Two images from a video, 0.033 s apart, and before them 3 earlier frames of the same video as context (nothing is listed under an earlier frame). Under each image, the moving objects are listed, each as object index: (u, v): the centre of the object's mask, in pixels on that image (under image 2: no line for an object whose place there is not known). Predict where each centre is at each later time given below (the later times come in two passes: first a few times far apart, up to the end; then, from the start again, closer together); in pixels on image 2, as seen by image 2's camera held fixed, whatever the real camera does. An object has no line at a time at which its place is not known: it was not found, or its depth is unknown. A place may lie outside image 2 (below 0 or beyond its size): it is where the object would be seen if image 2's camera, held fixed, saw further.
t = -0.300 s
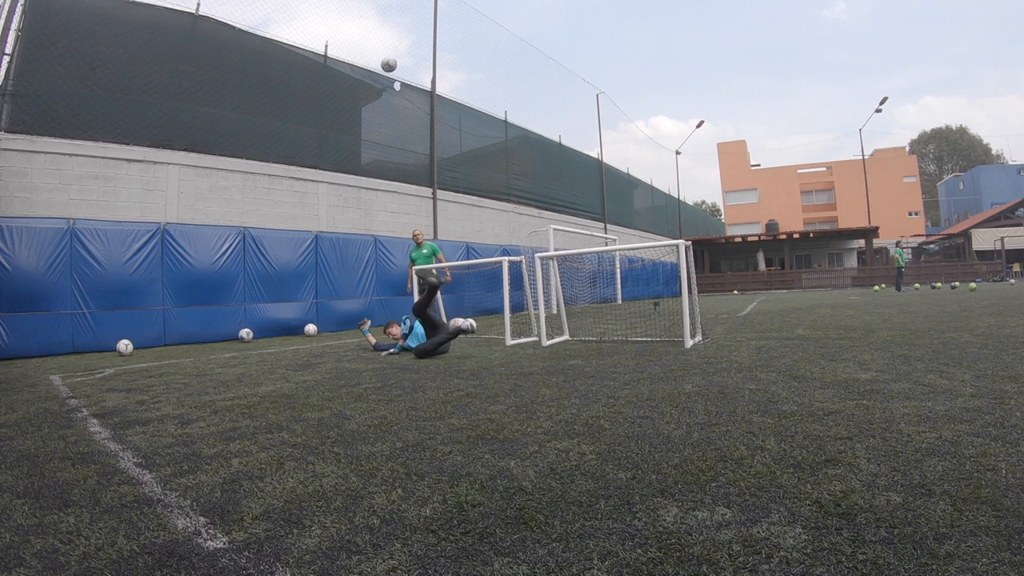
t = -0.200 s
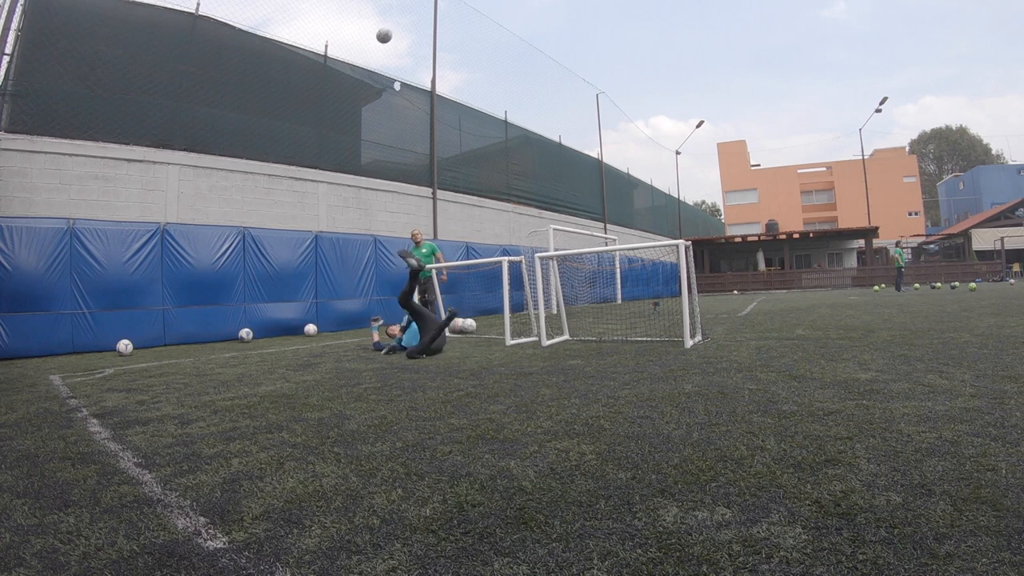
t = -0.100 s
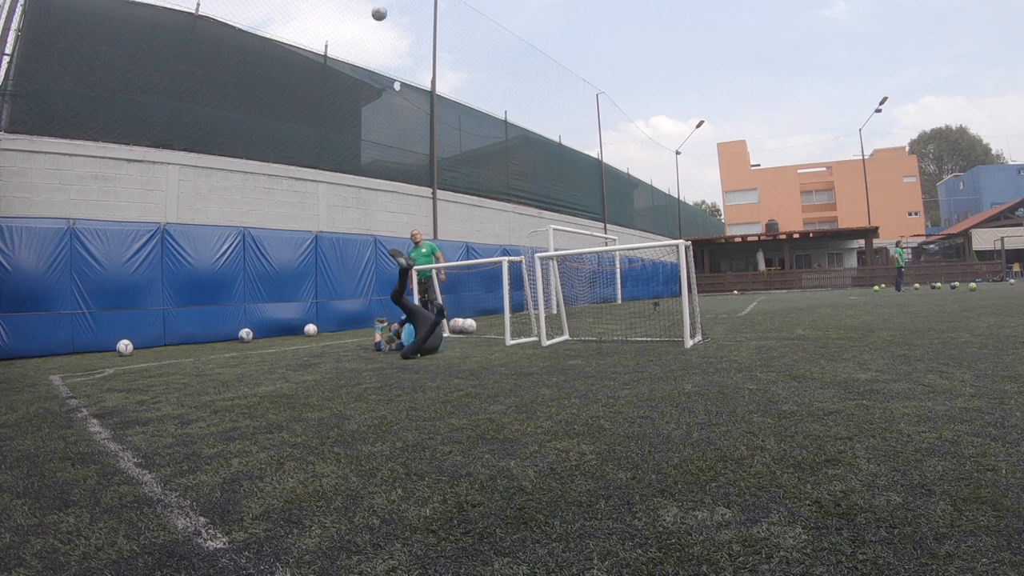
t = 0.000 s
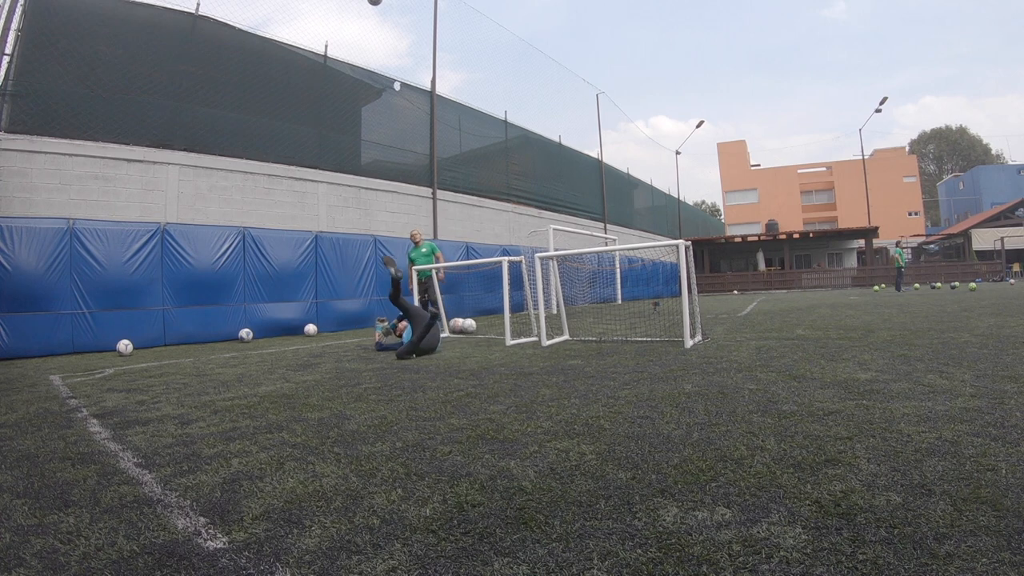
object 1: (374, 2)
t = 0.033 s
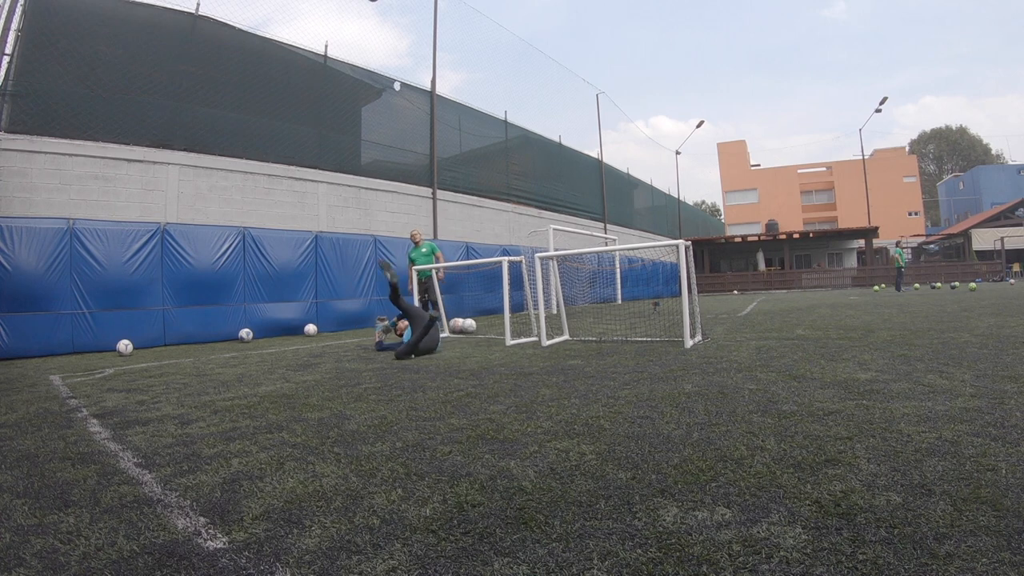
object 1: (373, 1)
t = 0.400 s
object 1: (353, 0)
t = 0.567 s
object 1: (342, 19)
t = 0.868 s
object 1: (316, 126)
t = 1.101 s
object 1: (298, 282)
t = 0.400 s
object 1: (353, 0)
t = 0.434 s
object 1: (351, 2)
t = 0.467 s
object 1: (349, 4)
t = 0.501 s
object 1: (347, 6)
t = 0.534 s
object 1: (344, 12)
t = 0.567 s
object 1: (342, 19)
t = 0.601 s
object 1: (339, 27)
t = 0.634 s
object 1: (337, 36)
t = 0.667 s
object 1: (334, 45)
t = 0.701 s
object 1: (332, 55)
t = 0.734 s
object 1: (328, 66)
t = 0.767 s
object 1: (326, 80)
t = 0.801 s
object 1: (323, 94)
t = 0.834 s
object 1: (320, 110)
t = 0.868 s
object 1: (316, 126)
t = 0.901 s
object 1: (313, 144)
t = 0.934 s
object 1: (311, 163)
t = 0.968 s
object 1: (308, 185)
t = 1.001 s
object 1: (305, 207)
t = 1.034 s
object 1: (303, 231)
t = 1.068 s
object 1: (300, 255)
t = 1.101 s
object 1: (298, 282)
